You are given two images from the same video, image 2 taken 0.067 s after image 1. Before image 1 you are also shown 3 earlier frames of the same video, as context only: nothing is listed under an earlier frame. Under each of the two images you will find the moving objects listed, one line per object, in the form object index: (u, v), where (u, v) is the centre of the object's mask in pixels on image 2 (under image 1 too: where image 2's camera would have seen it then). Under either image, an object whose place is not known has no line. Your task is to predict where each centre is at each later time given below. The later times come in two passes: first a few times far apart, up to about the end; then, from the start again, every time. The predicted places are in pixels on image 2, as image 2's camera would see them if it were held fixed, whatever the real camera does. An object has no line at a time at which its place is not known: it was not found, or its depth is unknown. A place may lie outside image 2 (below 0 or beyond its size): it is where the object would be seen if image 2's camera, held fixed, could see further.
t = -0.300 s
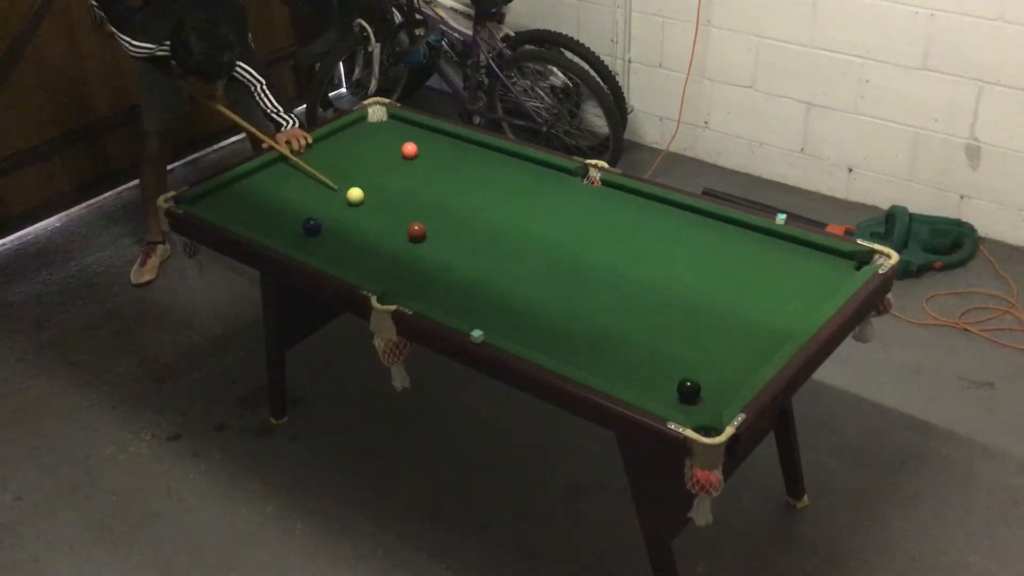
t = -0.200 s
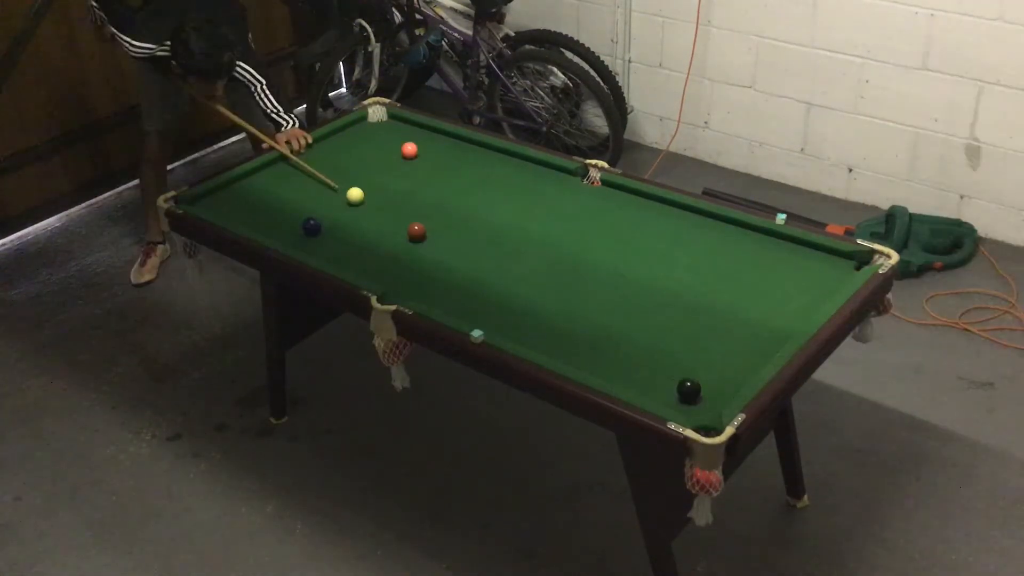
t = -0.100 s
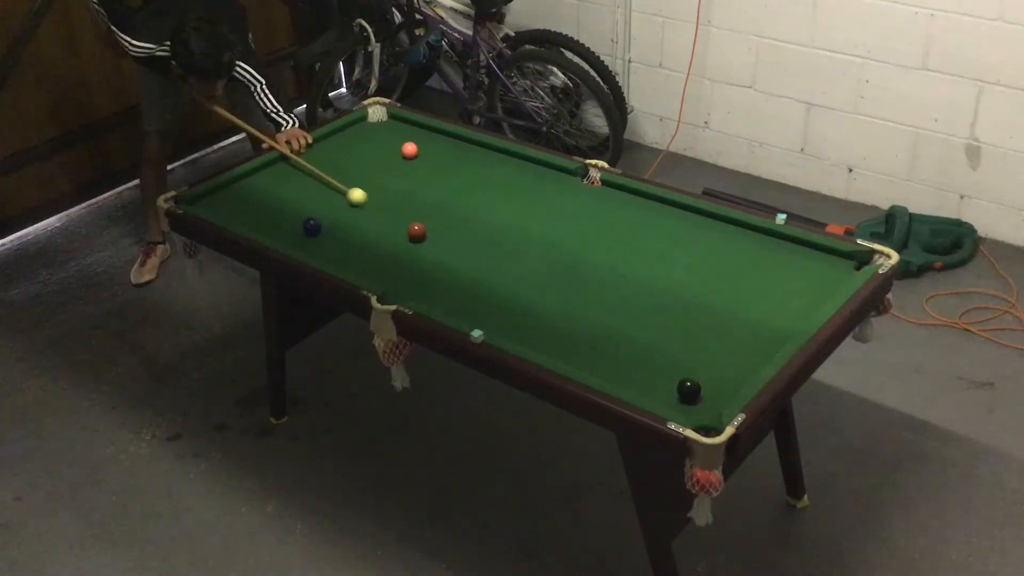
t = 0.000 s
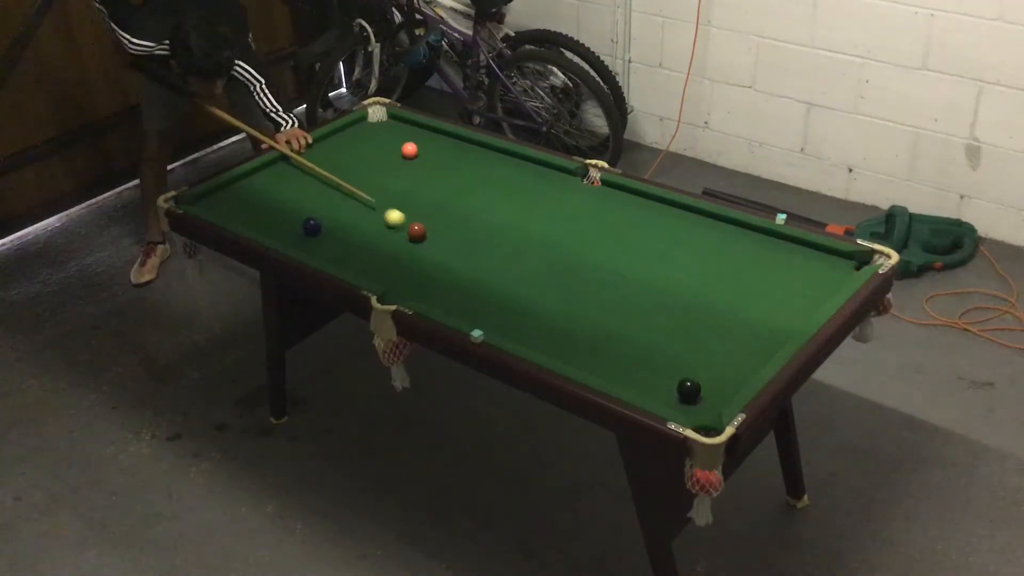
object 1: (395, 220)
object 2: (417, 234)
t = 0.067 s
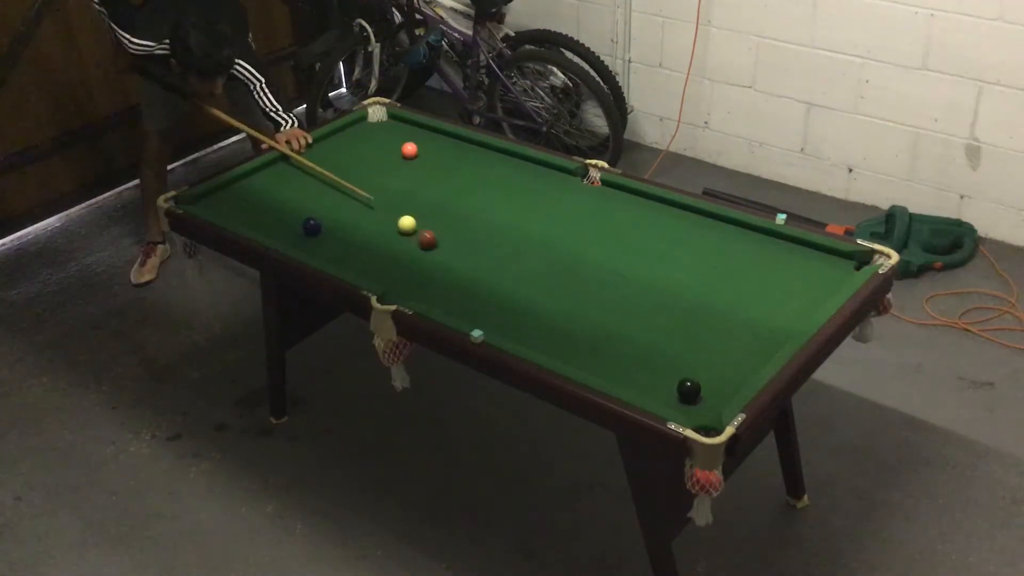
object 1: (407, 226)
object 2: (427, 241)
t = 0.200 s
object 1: (413, 225)
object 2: (462, 263)
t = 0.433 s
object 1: (422, 225)
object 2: (516, 300)
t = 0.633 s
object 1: (429, 226)
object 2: (565, 333)
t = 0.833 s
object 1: (434, 225)
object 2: (616, 367)
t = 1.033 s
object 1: (437, 225)
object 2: (671, 400)
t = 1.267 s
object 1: (438, 225)
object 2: (700, 419)
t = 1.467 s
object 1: (438, 225)
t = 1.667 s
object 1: (438, 225)
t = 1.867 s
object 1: (438, 225)
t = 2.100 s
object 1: (438, 225)
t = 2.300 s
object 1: (438, 225)
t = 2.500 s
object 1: (439, 225)
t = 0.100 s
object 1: (408, 225)
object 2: (437, 247)
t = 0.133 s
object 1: (410, 225)
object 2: (445, 253)
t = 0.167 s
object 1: (411, 225)
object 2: (454, 258)
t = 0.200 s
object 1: (413, 225)
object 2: (462, 263)
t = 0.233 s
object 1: (414, 225)
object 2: (469, 269)
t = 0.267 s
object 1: (416, 225)
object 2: (476, 273)
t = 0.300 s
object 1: (417, 225)
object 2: (485, 279)
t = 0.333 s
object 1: (419, 225)
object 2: (492, 284)
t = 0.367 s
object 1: (420, 225)
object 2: (500, 289)
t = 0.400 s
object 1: (421, 225)
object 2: (508, 294)
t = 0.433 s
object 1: (422, 225)
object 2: (516, 300)
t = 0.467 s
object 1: (424, 225)
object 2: (525, 305)
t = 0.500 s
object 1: (425, 226)
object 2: (532, 310)
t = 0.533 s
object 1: (426, 225)
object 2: (539, 317)
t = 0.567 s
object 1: (427, 226)
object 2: (549, 322)
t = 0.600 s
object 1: (428, 225)
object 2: (557, 327)
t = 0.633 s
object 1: (429, 226)
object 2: (565, 333)
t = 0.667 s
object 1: (430, 225)
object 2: (574, 339)
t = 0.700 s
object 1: (431, 225)
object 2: (582, 345)
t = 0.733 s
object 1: (432, 225)
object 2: (590, 350)
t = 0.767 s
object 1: (432, 225)
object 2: (598, 356)
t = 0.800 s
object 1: (433, 225)
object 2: (607, 362)
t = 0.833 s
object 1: (434, 225)
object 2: (616, 367)
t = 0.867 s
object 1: (434, 225)
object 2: (625, 373)
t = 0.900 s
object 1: (435, 225)
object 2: (634, 378)
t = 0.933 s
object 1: (435, 225)
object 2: (642, 384)
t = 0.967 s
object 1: (436, 225)
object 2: (652, 390)
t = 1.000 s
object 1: (436, 225)
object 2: (661, 395)
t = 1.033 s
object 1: (437, 225)
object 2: (671, 400)
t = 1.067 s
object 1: (437, 225)
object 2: (682, 403)
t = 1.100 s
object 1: (437, 225)
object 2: (693, 408)
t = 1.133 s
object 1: (438, 225)
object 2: (703, 412)
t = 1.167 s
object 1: (438, 225)
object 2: (706, 415)
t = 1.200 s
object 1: (438, 225)
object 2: (700, 417)
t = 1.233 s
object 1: (438, 225)
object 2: (697, 418)
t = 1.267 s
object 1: (438, 225)
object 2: (700, 419)
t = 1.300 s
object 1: (438, 225)
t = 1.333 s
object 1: (438, 225)
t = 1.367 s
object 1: (438, 225)
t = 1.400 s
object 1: (438, 225)
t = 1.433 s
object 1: (438, 225)
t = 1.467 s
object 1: (438, 225)
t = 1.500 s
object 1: (438, 225)
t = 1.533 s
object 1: (438, 225)
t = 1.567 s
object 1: (438, 225)
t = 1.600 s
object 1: (438, 225)
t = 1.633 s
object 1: (438, 225)
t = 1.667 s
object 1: (438, 225)
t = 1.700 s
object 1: (438, 225)
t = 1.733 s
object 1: (438, 225)
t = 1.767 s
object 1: (438, 225)
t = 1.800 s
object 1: (438, 225)
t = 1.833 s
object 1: (438, 225)
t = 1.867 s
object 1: (438, 225)
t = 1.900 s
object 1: (438, 225)
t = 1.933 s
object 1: (438, 225)
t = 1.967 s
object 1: (438, 225)
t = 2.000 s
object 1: (438, 225)
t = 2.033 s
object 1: (438, 225)
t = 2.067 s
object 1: (438, 225)
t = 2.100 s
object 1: (438, 225)
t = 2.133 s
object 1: (438, 225)
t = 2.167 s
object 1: (438, 225)
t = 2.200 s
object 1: (438, 225)
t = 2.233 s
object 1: (438, 225)
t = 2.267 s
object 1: (438, 225)
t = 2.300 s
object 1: (438, 225)
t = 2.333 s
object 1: (438, 225)
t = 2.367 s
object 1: (439, 225)
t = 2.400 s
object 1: (439, 225)
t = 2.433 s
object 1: (439, 225)
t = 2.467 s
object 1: (439, 225)
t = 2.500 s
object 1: (439, 225)
